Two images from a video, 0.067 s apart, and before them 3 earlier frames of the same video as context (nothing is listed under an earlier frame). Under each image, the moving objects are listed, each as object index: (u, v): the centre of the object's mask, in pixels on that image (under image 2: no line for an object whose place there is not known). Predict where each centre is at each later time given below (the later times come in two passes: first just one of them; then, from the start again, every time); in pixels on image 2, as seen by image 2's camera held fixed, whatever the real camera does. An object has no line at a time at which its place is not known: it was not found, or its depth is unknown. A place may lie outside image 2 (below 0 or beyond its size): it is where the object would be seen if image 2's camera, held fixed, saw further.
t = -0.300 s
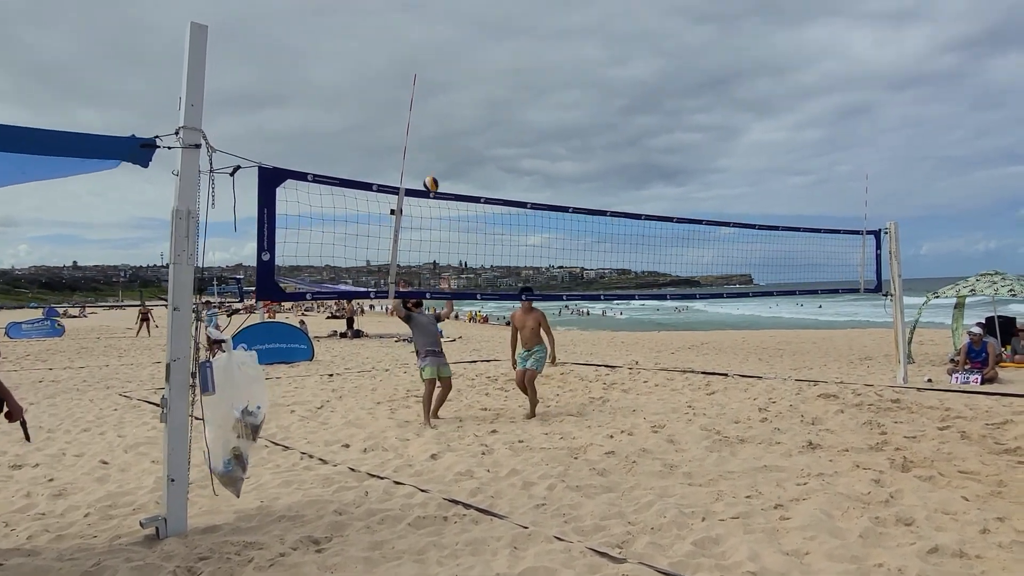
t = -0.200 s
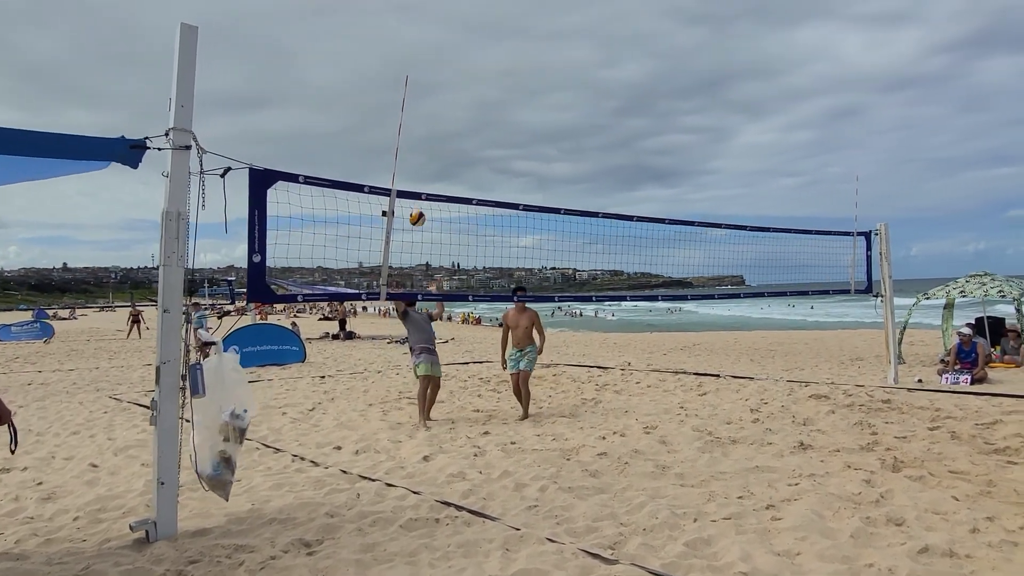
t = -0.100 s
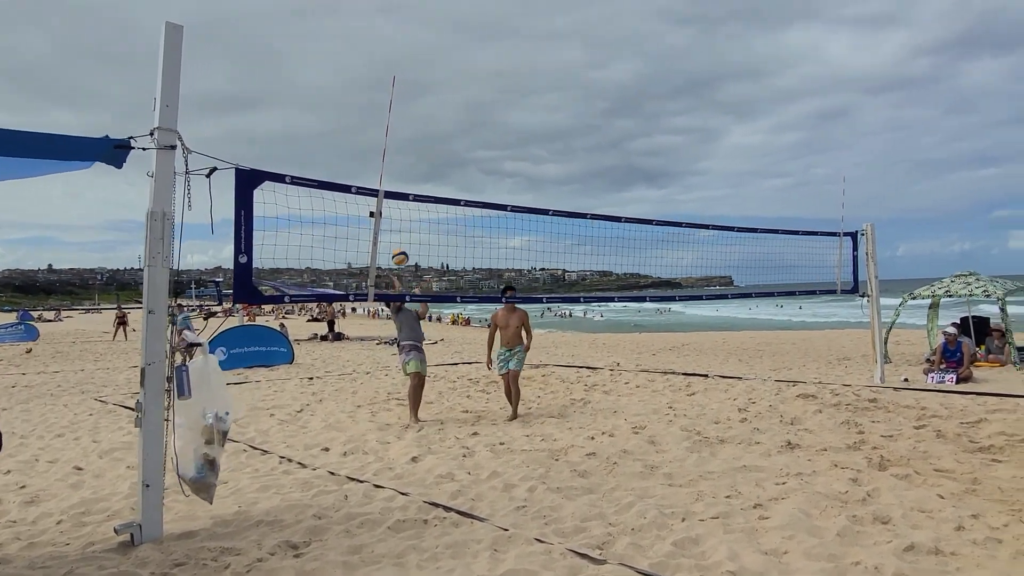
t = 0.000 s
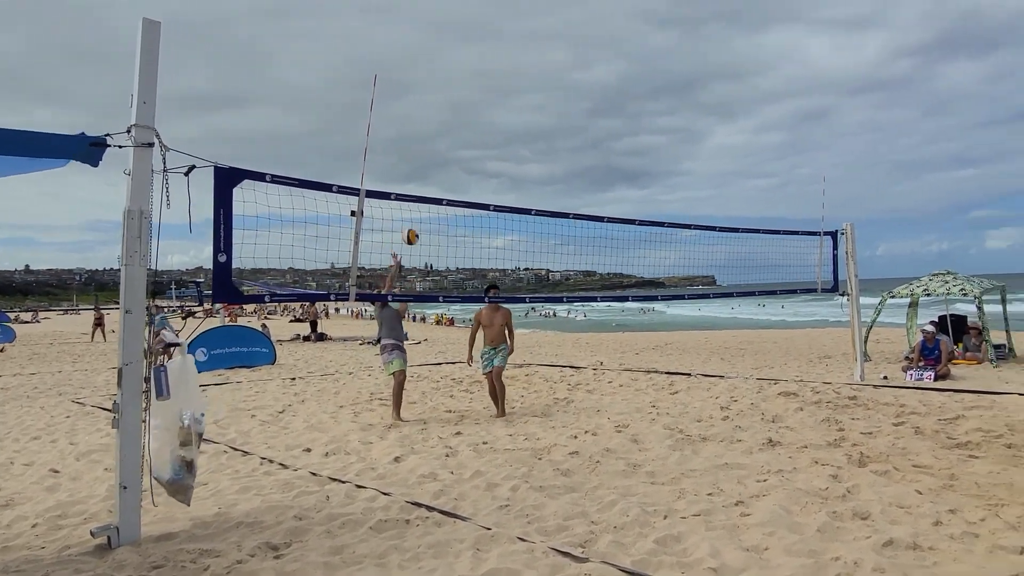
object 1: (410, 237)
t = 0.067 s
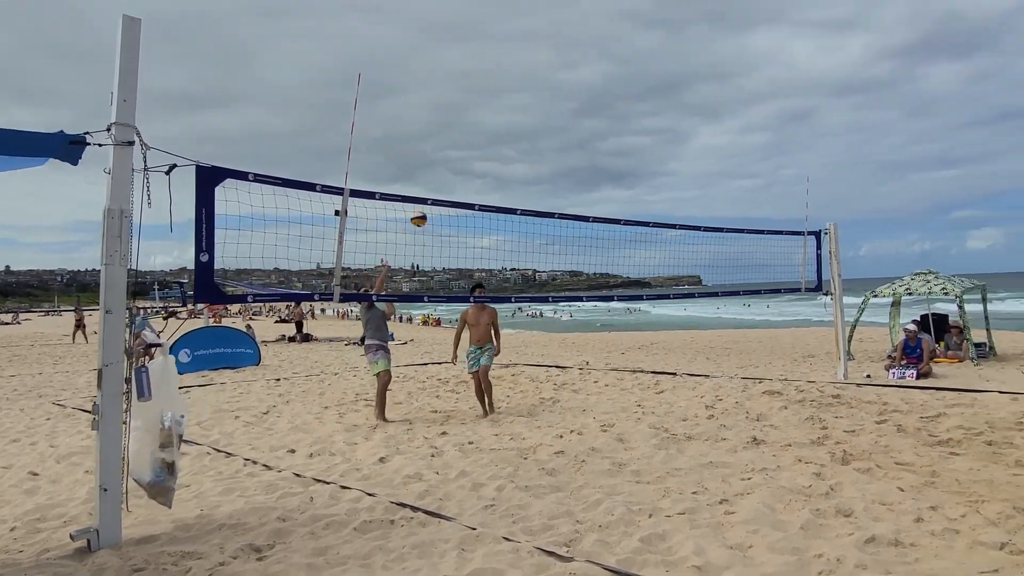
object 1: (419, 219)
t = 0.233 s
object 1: (472, 188)
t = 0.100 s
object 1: (429, 212)
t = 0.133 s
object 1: (441, 209)
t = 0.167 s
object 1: (452, 195)
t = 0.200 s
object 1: (462, 192)
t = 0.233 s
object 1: (472, 188)
